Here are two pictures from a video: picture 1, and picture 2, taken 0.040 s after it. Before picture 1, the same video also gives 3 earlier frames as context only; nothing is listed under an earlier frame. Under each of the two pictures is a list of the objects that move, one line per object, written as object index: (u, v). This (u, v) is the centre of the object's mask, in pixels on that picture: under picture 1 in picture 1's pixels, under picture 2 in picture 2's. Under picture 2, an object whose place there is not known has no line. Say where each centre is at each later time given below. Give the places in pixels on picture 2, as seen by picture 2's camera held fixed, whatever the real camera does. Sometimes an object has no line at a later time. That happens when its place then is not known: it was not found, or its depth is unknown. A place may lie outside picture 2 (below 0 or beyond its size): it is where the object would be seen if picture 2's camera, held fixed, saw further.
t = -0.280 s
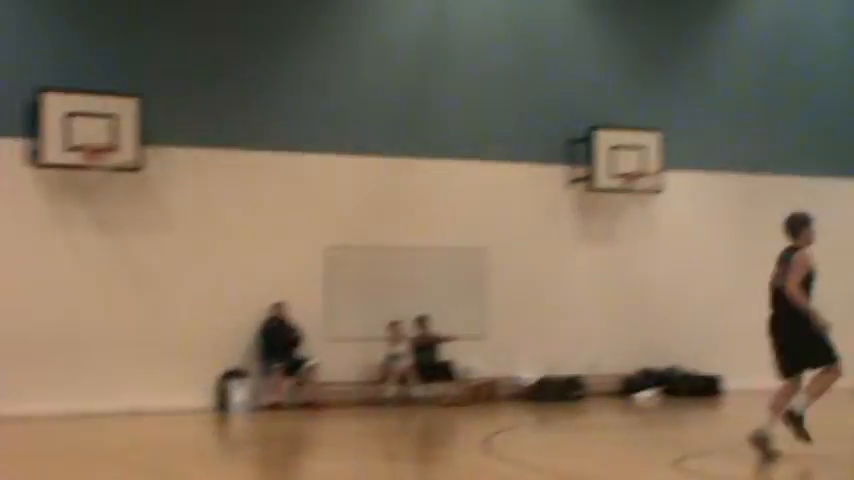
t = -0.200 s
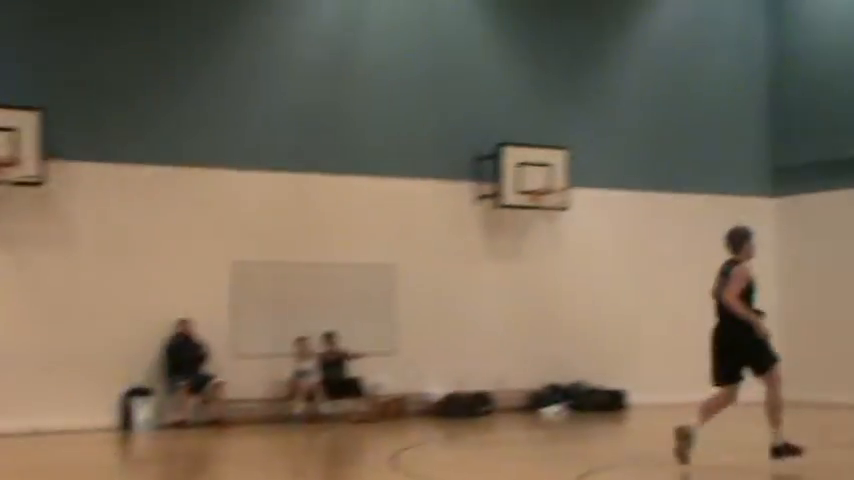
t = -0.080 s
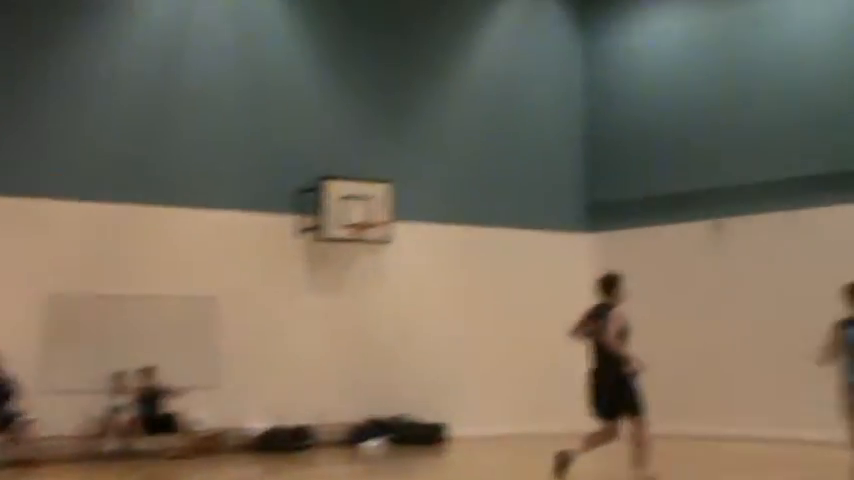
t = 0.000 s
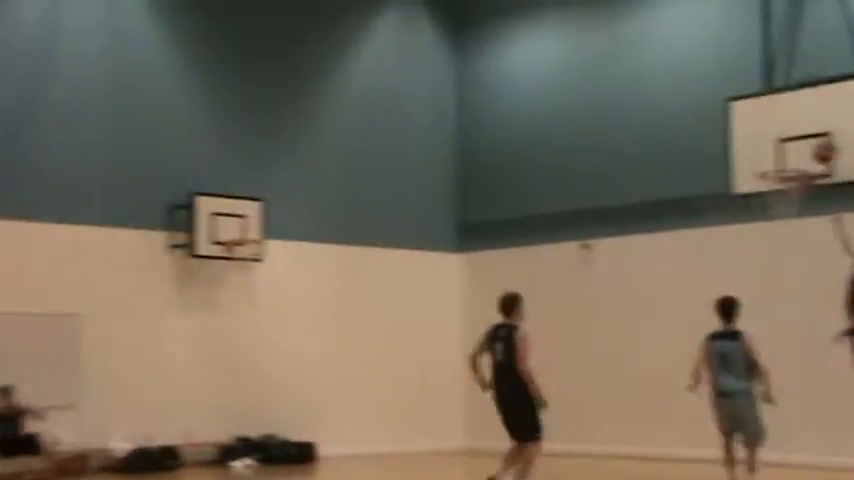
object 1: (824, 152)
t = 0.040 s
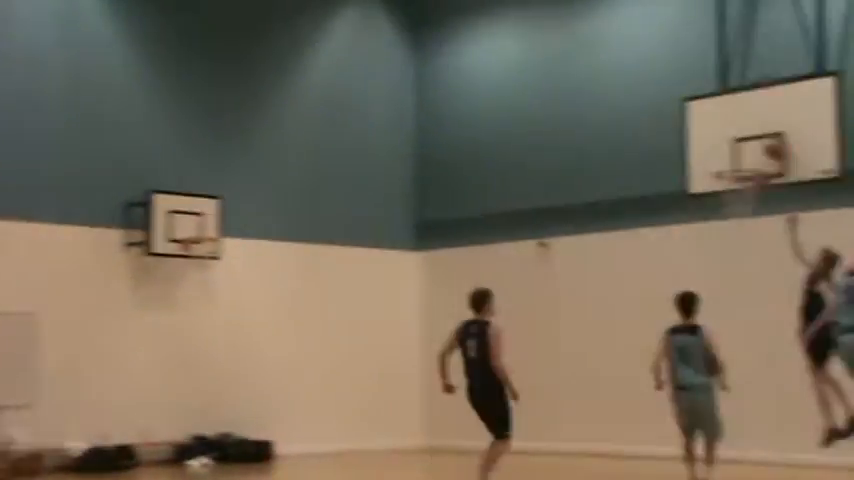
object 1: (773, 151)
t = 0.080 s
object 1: (773, 145)
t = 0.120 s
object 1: (766, 142)
